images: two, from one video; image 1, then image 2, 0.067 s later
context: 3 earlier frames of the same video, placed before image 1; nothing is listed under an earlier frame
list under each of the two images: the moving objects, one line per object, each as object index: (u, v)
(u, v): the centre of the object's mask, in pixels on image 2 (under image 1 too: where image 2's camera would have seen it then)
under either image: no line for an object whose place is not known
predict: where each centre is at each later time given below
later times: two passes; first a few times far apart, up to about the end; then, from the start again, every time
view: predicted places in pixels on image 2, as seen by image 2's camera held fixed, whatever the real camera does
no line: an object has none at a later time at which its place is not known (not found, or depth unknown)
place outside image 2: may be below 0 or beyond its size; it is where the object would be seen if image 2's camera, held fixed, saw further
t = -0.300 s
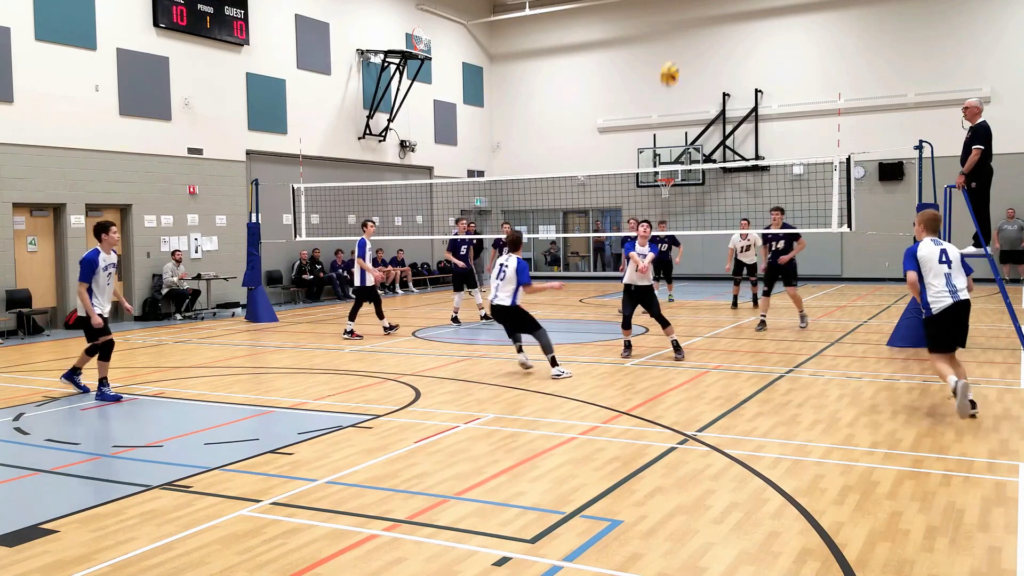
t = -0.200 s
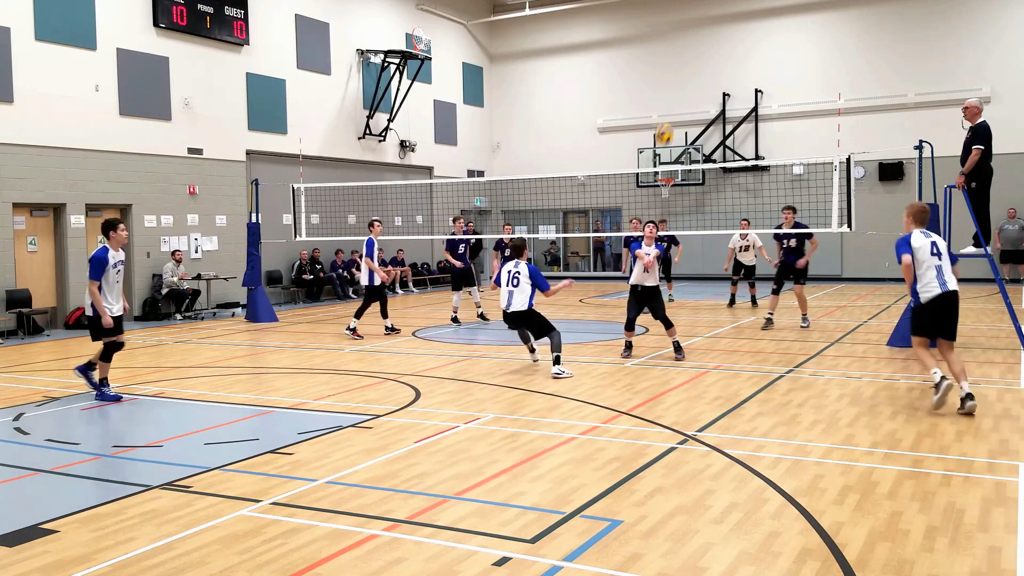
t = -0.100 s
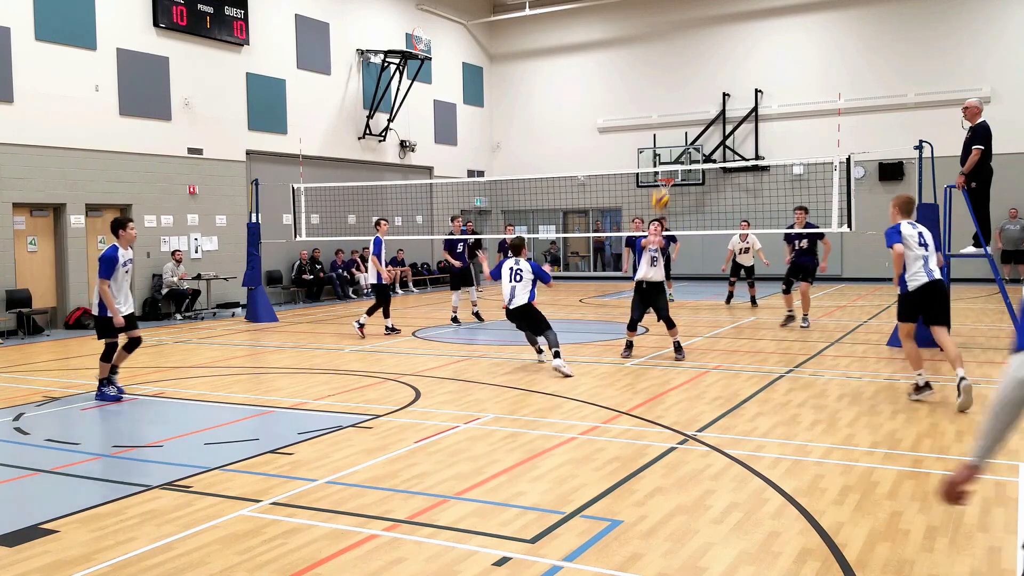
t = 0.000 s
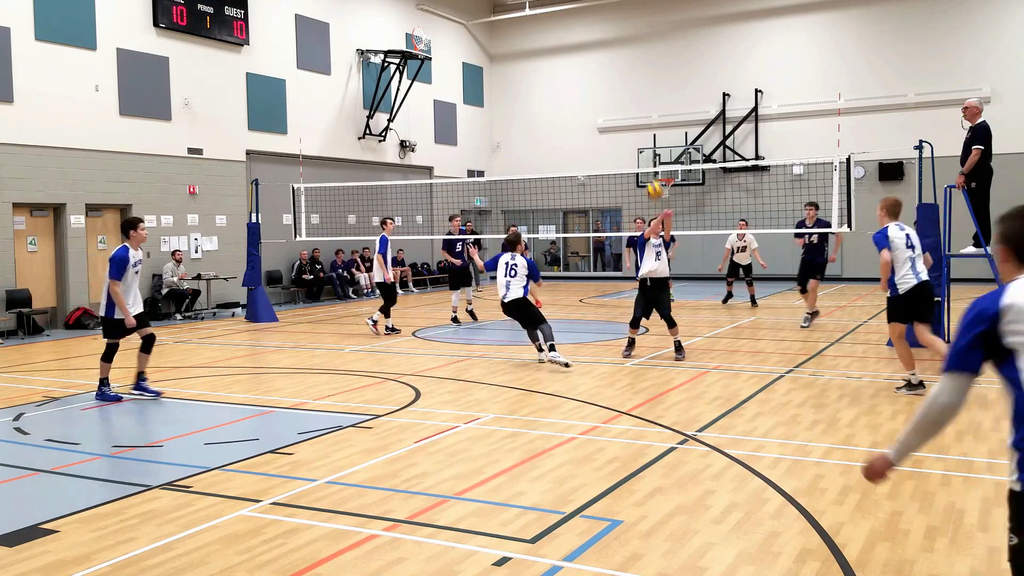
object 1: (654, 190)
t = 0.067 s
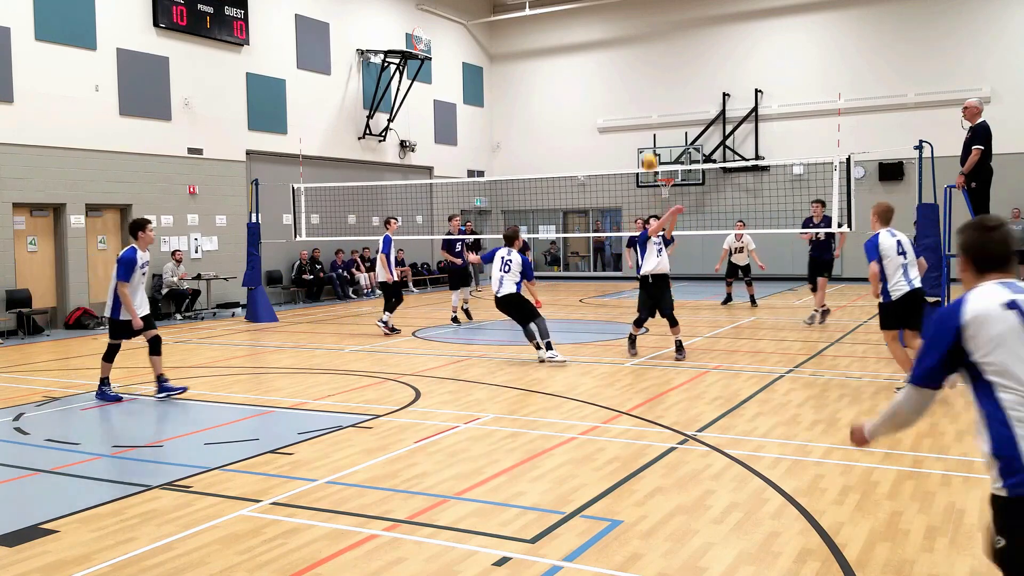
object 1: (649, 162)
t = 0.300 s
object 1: (633, 102)
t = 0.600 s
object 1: (616, 92)
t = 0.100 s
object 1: (647, 151)
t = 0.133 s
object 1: (644, 139)
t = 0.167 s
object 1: (642, 130)
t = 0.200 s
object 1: (640, 121)
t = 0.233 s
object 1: (638, 113)
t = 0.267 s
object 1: (635, 107)
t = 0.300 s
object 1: (633, 102)
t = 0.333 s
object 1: (631, 97)
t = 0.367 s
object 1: (629, 93)
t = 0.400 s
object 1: (627, 91)
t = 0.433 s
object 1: (625, 89)
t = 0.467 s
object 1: (623, 88)
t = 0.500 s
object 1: (621, 88)
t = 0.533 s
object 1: (620, 88)
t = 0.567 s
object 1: (618, 90)
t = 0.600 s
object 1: (616, 92)
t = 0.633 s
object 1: (615, 95)
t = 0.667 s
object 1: (613, 98)
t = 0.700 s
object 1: (612, 102)
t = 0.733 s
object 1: (610, 106)
